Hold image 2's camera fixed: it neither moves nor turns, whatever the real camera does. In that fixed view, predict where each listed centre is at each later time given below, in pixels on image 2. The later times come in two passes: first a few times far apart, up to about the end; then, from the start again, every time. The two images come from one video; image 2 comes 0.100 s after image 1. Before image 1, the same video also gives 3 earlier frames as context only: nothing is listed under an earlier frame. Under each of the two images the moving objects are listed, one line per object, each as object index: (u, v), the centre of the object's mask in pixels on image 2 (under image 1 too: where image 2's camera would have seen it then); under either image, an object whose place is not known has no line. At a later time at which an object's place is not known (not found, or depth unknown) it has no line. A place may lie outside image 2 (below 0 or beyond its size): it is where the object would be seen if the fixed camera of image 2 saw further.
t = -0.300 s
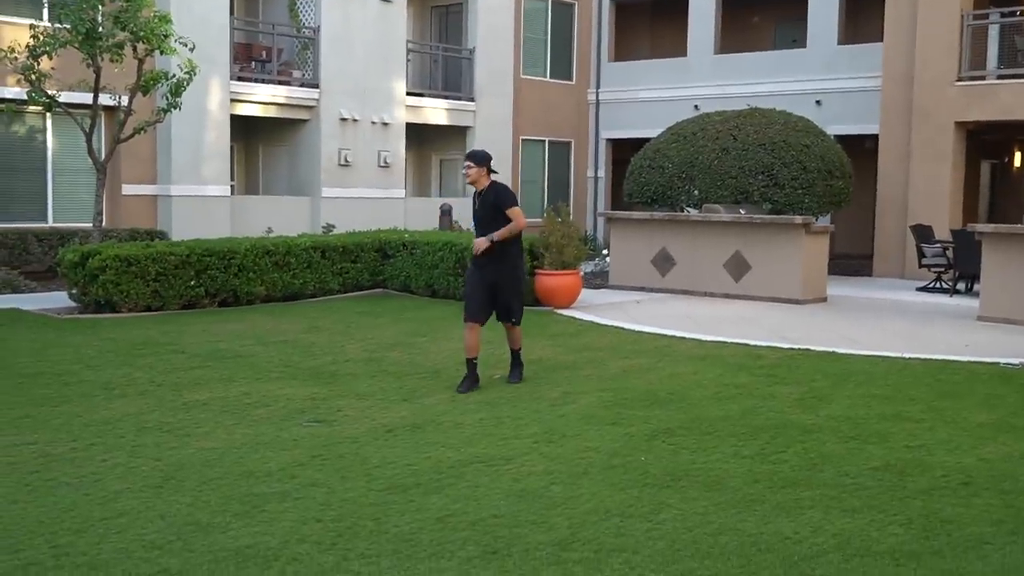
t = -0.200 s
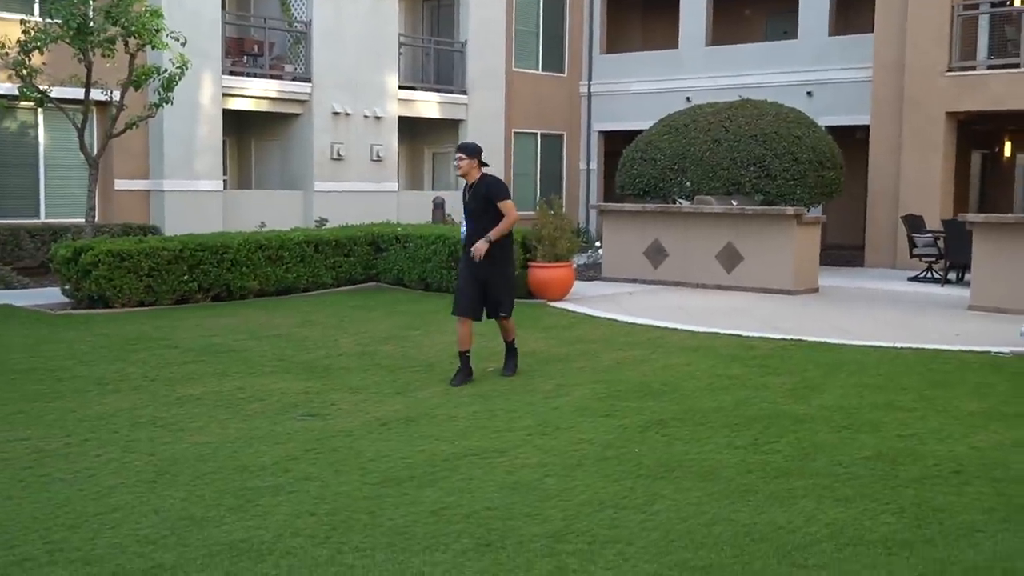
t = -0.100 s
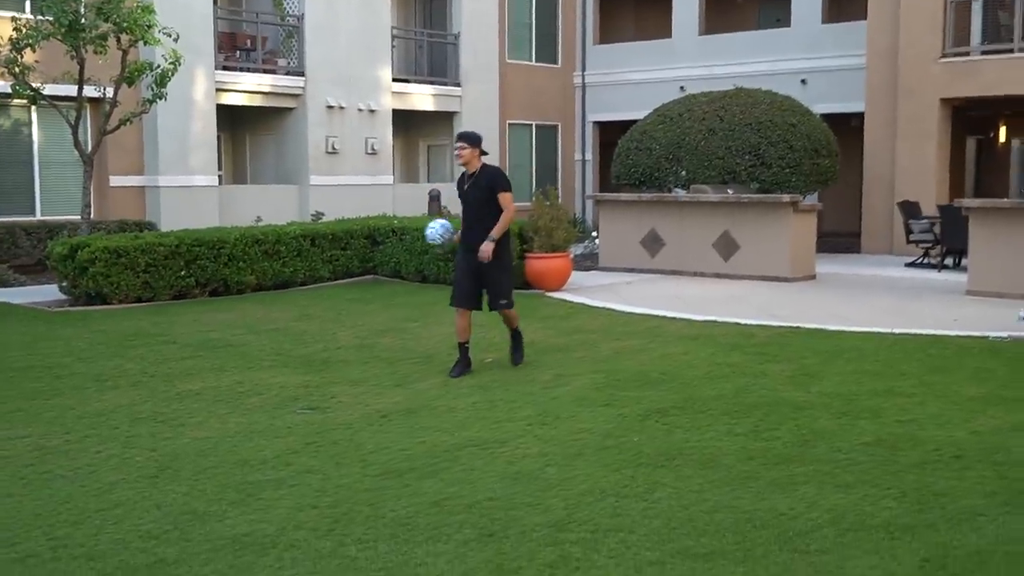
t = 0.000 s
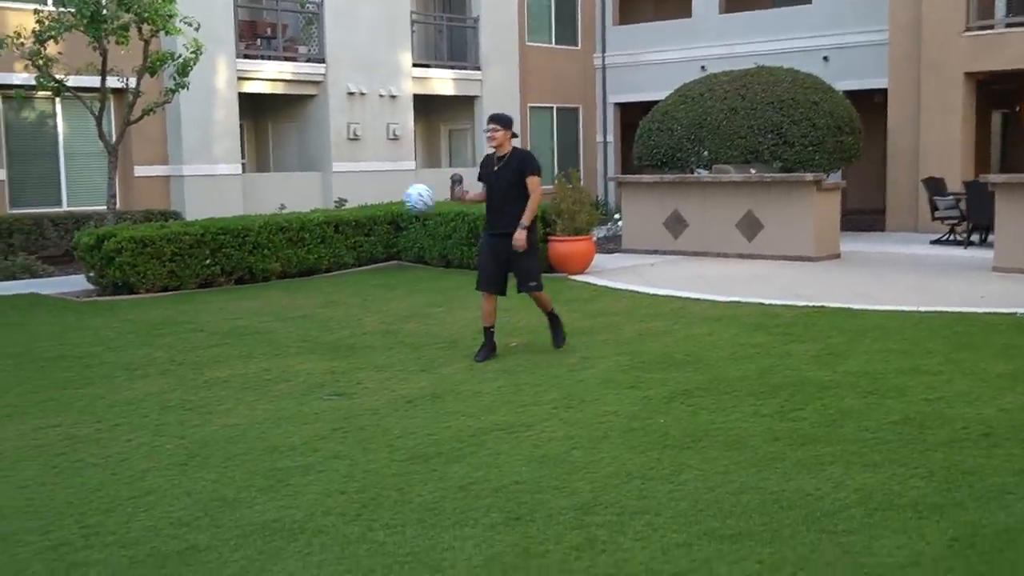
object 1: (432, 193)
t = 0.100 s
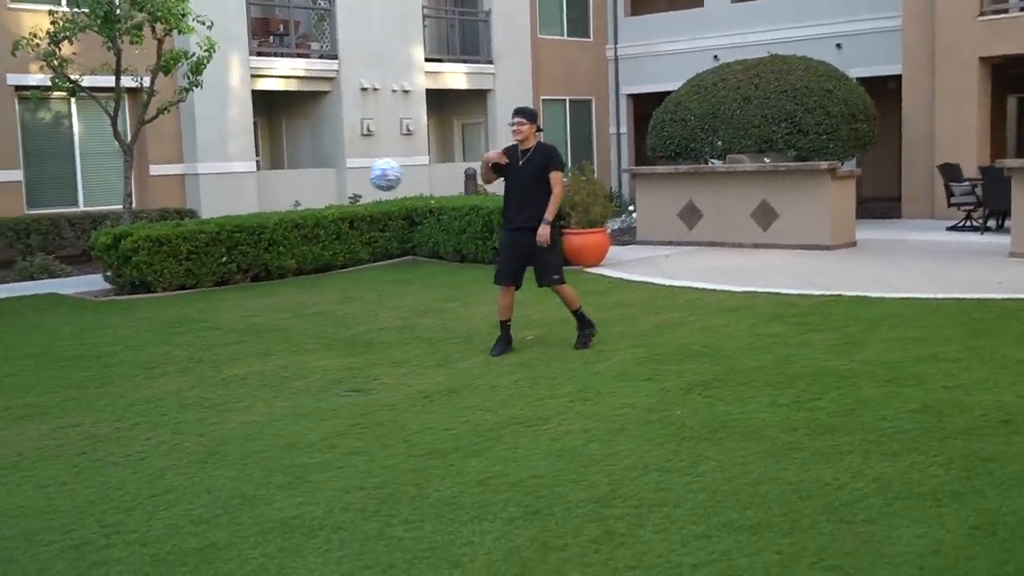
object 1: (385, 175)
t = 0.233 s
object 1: (314, 172)
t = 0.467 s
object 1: (159, 240)
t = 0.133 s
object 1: (369, 171)
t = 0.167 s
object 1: (350, 170)
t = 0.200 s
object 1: (332, 170)
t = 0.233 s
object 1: (314, 172)
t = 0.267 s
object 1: (294, 174)
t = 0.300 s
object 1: (274, 179)
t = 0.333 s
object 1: (253, 186)
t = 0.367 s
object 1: (231, 196)
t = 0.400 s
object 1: (208, 206)
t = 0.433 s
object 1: (184, 223)
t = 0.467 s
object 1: (159, 240)
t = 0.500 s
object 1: (132, 264)
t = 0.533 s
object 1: (105, 285)
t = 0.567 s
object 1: (75, 313)
